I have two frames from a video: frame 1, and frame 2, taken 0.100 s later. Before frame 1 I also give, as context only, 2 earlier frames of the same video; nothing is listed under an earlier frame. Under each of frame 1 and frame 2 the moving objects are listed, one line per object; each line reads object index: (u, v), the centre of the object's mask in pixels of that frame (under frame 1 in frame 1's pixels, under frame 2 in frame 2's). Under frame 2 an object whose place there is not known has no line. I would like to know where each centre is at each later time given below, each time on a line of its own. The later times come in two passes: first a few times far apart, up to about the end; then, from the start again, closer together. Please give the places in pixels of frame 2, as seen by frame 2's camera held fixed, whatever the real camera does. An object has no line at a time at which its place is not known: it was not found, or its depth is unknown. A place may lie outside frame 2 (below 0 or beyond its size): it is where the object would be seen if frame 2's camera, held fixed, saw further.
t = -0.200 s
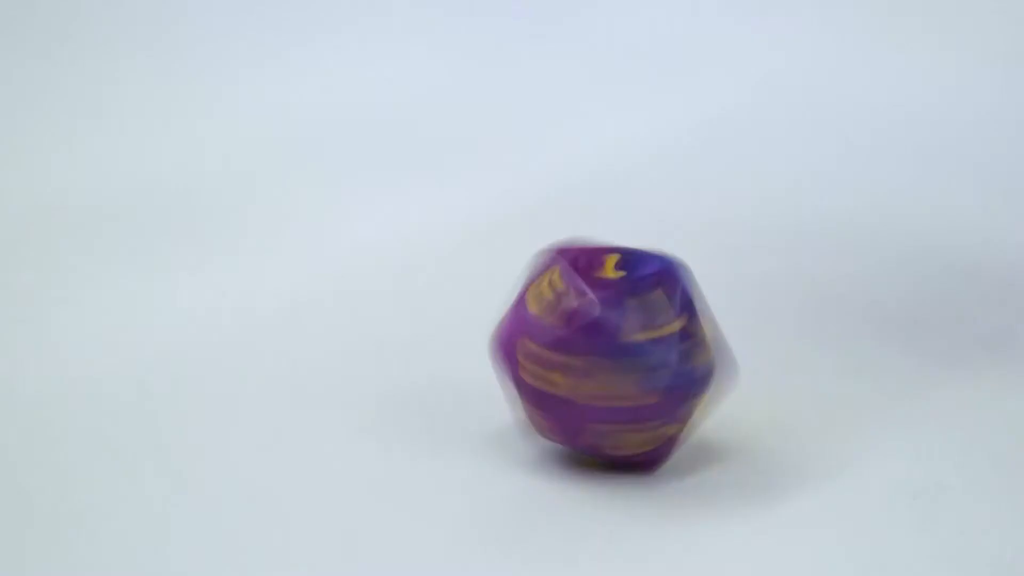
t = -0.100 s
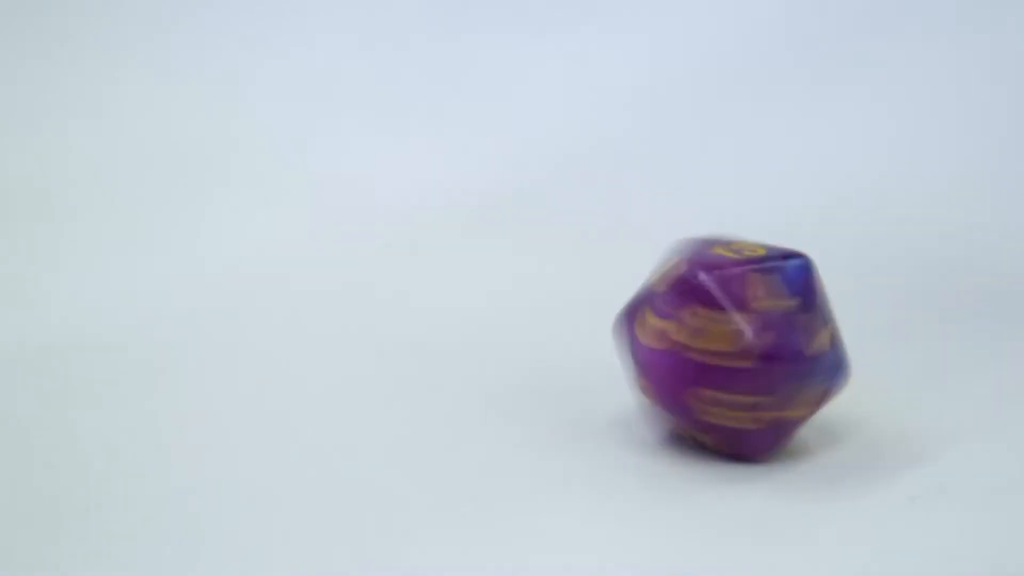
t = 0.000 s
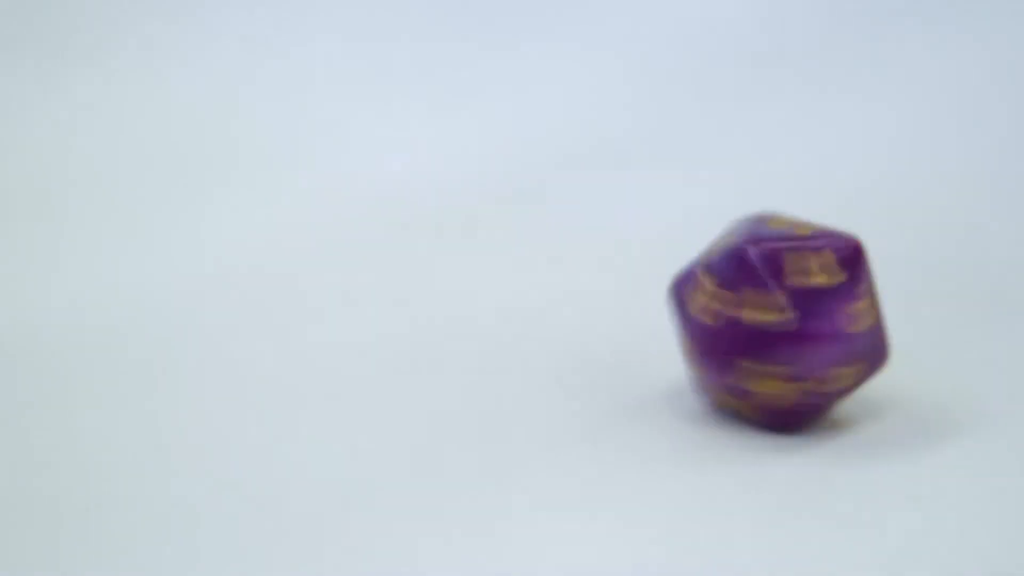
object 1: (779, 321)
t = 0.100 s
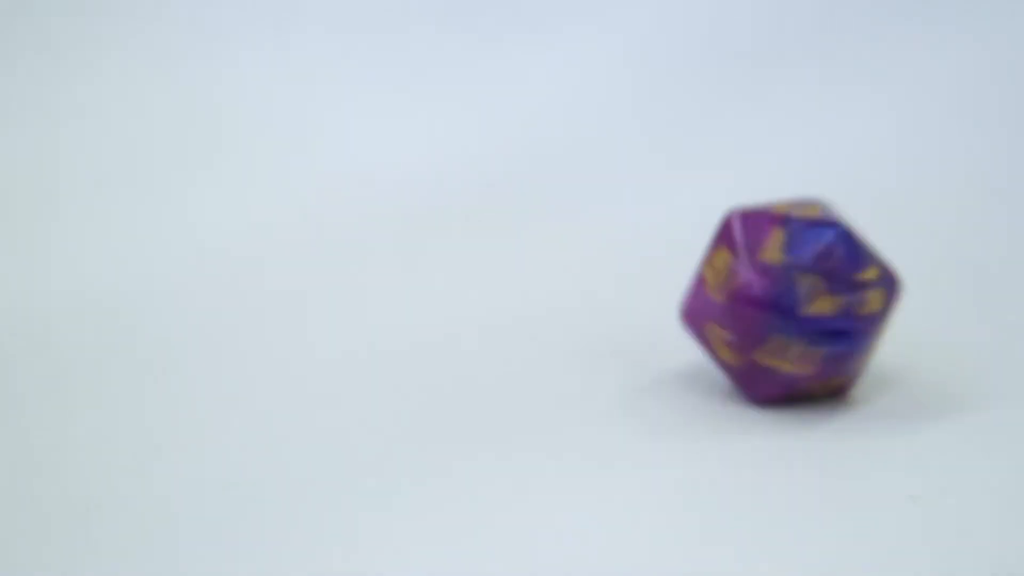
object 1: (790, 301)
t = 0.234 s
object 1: (788, 294)
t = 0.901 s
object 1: (791, 300)
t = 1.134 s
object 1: (788, 304)
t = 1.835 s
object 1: (788, 295)
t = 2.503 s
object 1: (790, 302)
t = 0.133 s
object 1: (790, 297)
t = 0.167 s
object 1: (788, 293)
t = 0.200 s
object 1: (787, 292)
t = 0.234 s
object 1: (788, 294)
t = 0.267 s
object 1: (791, 300)
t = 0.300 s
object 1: (791, 303)
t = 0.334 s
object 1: (788, 304)
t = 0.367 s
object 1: (783, 309)
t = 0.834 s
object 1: (786, 307)
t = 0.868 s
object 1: (791, 301)
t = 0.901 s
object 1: (791, 300)
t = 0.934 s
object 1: (790, 297)
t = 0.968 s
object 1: (788, 294)
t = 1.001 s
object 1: (787, 293)
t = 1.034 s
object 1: (789, 295)
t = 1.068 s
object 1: (791, 300)
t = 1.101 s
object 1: (791, 300)
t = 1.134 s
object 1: (788, 304)
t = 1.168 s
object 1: (784, 309)
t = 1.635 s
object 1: (786, 307)
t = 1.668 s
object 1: (791, 301)
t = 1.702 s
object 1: (790, 299)
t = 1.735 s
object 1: (790, 297)
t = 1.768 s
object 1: (788, 294)
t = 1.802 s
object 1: (787, 293)
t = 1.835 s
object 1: (788, 295)
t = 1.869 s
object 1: (792, 300)
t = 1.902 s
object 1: (791, 300)
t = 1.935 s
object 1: (788, 304)
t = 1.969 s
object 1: (784, 308)
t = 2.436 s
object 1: (786, 306)
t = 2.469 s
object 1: (791, 306)
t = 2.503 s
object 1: (790, 302)
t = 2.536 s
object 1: (790, 297)
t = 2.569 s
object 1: (788, 294)
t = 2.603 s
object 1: (787, 293)
